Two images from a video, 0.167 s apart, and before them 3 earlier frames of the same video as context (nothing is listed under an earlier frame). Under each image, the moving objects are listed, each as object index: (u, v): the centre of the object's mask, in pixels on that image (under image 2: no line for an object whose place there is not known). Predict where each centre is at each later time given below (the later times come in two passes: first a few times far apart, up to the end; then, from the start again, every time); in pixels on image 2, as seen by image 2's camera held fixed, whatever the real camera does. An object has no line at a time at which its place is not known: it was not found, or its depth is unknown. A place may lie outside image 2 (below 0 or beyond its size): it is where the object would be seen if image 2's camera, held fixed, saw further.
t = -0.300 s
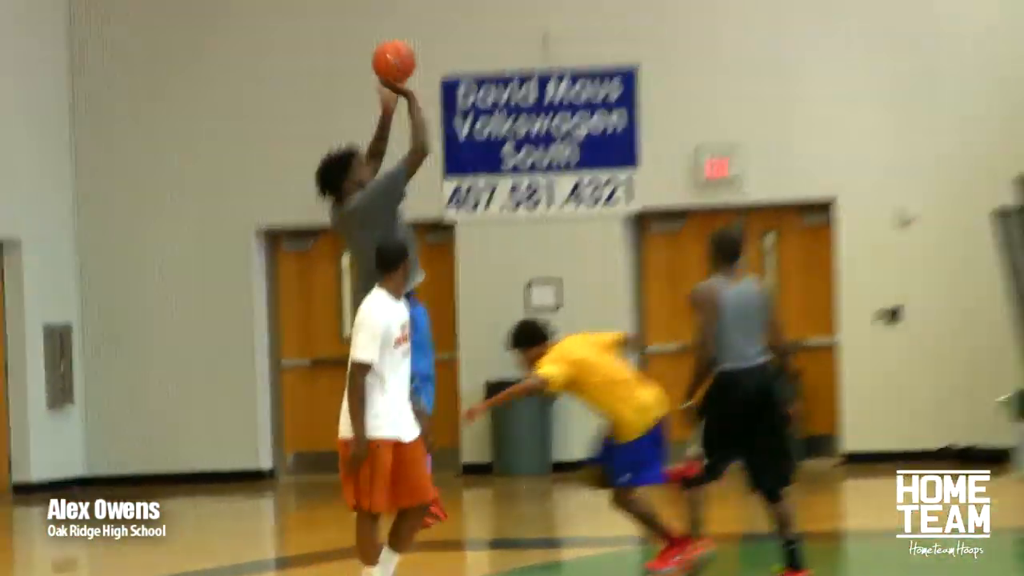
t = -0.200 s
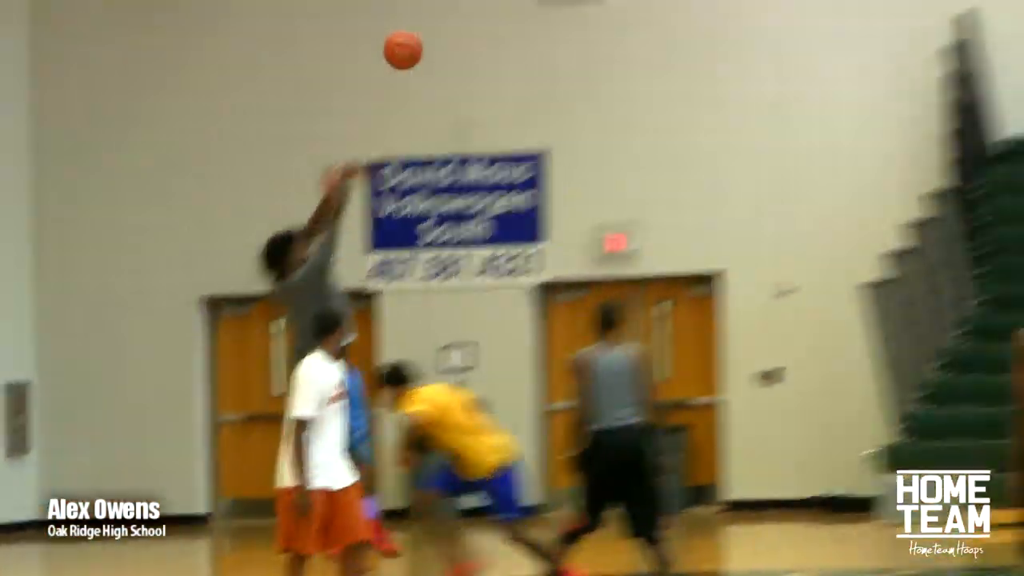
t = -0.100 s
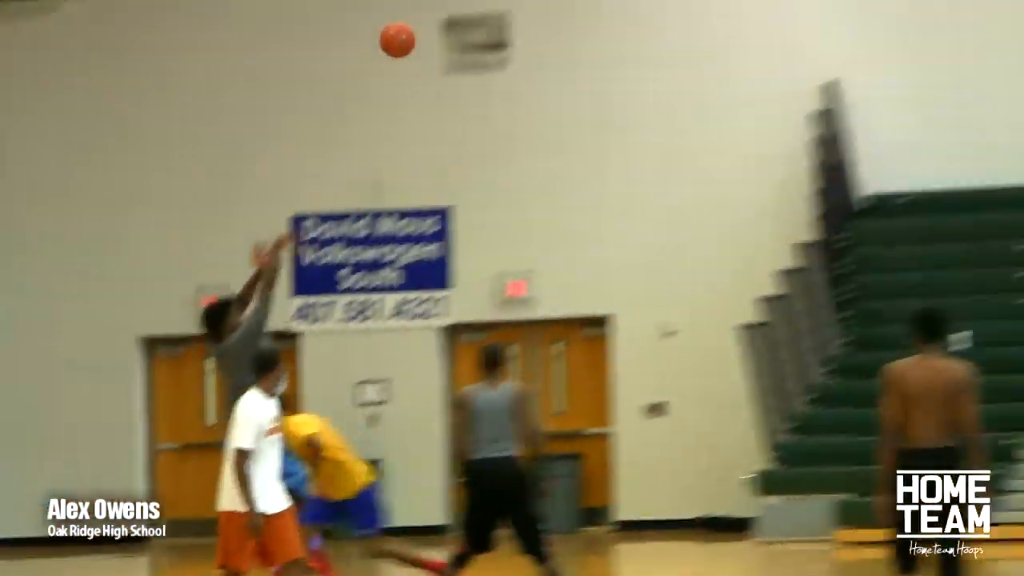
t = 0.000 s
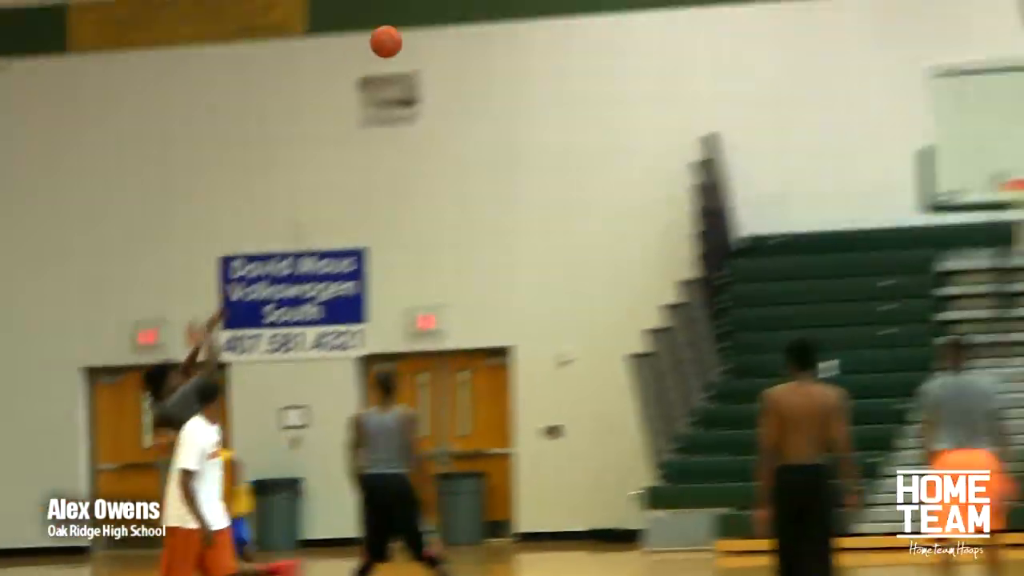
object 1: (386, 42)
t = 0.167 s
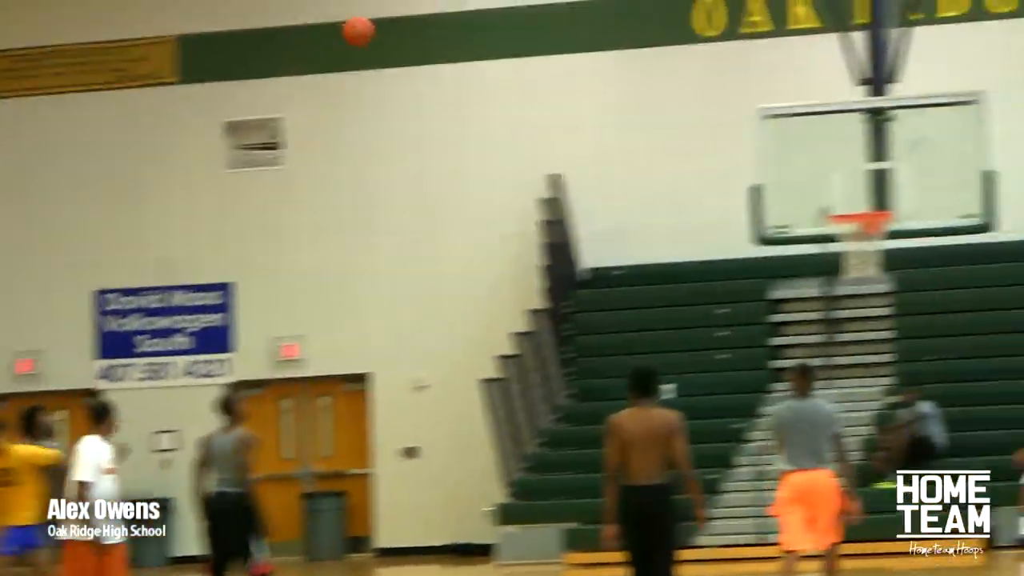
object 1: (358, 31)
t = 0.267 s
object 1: (420, 16)
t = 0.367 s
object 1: (483, 11)
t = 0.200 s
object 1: (378, 25)
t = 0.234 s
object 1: (399, 20)
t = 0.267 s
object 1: (420, 16)
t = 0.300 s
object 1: (441, 13)
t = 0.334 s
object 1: (462, 11)
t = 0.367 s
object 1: (483, 11)
